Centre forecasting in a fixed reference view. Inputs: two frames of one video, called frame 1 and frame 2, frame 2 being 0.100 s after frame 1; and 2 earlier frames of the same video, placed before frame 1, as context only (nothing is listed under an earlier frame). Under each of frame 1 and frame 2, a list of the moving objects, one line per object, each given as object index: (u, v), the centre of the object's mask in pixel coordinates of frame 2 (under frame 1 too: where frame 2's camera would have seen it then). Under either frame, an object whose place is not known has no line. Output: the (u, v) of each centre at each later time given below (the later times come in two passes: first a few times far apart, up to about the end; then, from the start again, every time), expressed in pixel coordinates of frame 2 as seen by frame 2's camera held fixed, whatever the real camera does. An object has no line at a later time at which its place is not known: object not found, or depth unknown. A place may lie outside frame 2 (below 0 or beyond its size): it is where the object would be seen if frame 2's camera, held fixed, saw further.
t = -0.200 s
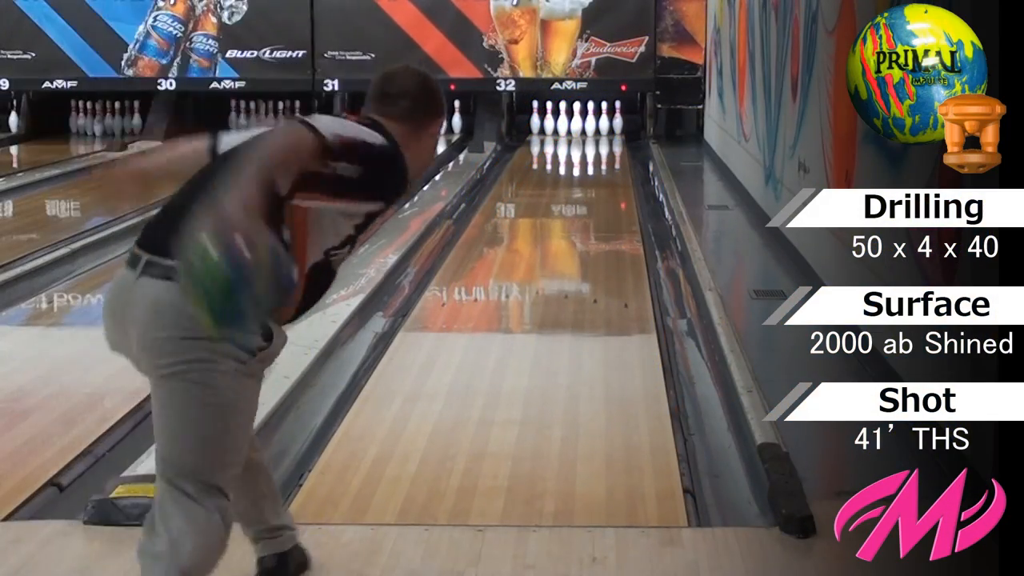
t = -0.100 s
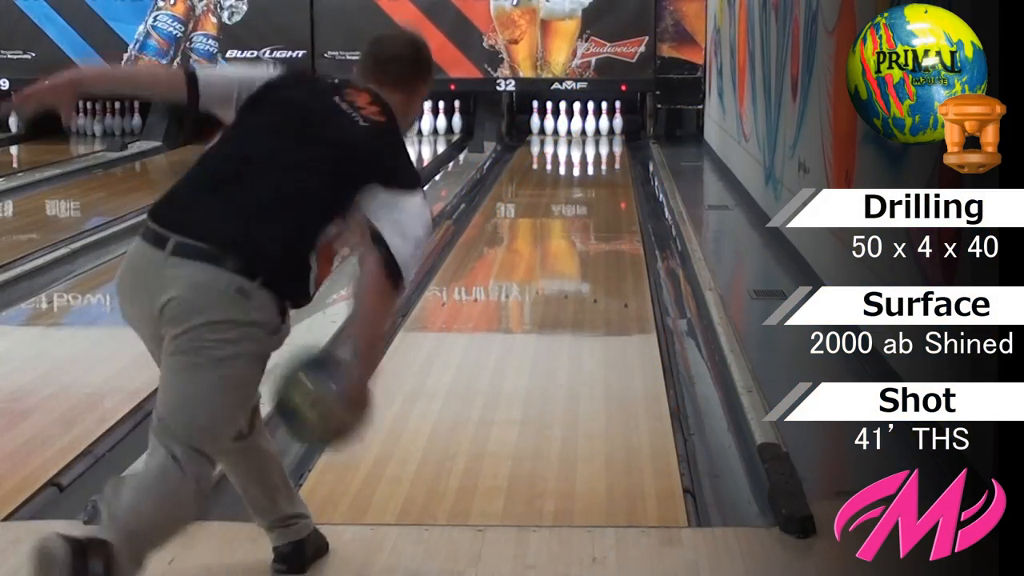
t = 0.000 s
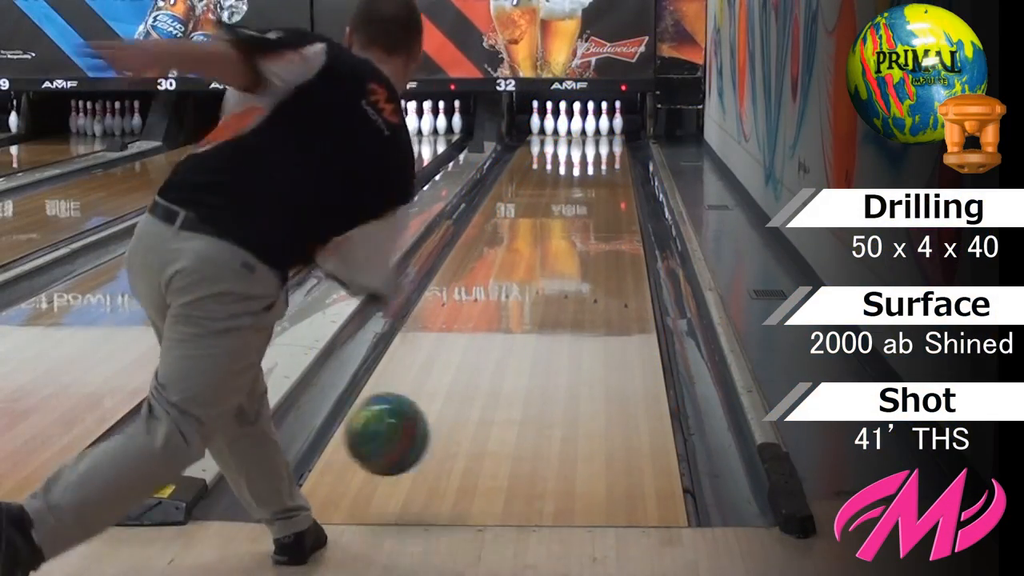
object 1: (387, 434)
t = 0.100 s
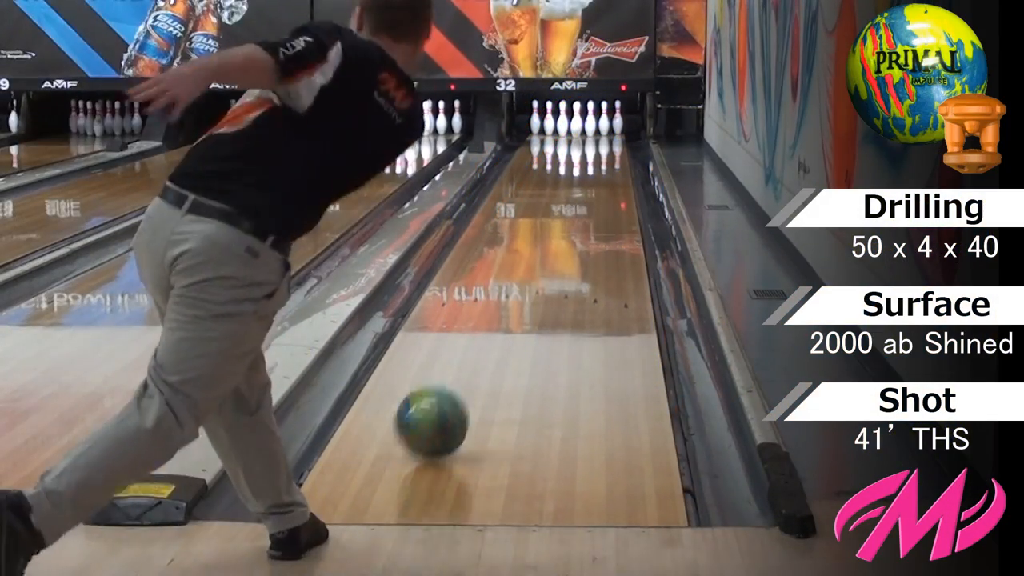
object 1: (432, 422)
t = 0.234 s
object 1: (474, 366)
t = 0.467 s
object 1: (524, 295)
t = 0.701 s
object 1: (556, 249)
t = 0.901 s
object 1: (575, 220)
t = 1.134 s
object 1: (590, 195)
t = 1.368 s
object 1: (600, 176)
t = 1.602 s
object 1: (604, 162)
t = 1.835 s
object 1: (604, 149)
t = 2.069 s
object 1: (597, 138)
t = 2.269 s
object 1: (586, 131)
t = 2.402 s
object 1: (581, 127)
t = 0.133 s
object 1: (444, 405)
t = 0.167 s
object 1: (455, 392)
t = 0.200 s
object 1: (465, 379)
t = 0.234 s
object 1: (474, 366)
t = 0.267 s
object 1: (483, 353)
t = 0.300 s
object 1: (491, 341)
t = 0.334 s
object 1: (499, 331)
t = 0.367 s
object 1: (506, 321)
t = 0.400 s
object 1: (512, 311)
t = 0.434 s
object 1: (518, 302)
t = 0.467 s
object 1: (524, 295)
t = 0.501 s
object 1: (530, 288)
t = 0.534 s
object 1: (535, 280)
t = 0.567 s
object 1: (540, 273)
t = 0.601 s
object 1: (544, 266)
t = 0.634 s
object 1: (548, 260)
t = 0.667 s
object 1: (553, 254)
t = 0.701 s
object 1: (556, 249)
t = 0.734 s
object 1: (560, 243)
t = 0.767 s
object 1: (563, 238)
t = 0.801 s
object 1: (566, 233)
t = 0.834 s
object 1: (569, 229)
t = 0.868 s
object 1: (572, 223)
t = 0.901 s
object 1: (575, 220)
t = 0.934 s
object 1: (577, 216)
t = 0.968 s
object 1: (579, 212)
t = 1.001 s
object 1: (581, 208)
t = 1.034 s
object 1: (584, 205)
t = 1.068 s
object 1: (586, 202)
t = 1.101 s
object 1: (588, 198)
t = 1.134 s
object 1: (590, 195)
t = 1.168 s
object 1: (591, 192)
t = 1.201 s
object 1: (592, 189)
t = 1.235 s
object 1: (594, 186)
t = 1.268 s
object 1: (595, 183)
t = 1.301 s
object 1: (596, 180)
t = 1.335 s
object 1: (597, 179)
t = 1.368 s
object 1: (600, 176)
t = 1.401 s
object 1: (600, 174)
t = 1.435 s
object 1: (601, 170)
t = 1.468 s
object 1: (601, 169)
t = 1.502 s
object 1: (603, 167)
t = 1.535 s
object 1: (603, 165)
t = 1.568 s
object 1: (604, 163)
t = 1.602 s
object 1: (604, 162)
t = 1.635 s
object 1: (605, 159)
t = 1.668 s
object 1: (605, 157)
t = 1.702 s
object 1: (605, 156)
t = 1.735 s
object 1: (605, 154)
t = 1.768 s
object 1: (605, 152)
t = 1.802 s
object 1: (605, 150)
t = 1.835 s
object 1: (604, 149)
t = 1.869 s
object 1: (603, 147)
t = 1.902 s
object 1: (603, 146)
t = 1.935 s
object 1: (601, 144)
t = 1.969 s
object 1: (600, 143)
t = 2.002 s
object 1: (599, 141)
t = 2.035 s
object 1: (598, 139)
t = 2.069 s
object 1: (597, 138)
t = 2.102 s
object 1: (595, 137)
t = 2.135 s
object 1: (593, 136)
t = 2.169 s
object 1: (591, 134)
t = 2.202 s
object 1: (589, 133)
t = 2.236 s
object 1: (587, 132)
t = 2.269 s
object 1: (586, 131)
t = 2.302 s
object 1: (583, 129)
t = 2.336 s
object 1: (582, 128)
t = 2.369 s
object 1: (582, 127)
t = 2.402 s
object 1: (581, 127)
